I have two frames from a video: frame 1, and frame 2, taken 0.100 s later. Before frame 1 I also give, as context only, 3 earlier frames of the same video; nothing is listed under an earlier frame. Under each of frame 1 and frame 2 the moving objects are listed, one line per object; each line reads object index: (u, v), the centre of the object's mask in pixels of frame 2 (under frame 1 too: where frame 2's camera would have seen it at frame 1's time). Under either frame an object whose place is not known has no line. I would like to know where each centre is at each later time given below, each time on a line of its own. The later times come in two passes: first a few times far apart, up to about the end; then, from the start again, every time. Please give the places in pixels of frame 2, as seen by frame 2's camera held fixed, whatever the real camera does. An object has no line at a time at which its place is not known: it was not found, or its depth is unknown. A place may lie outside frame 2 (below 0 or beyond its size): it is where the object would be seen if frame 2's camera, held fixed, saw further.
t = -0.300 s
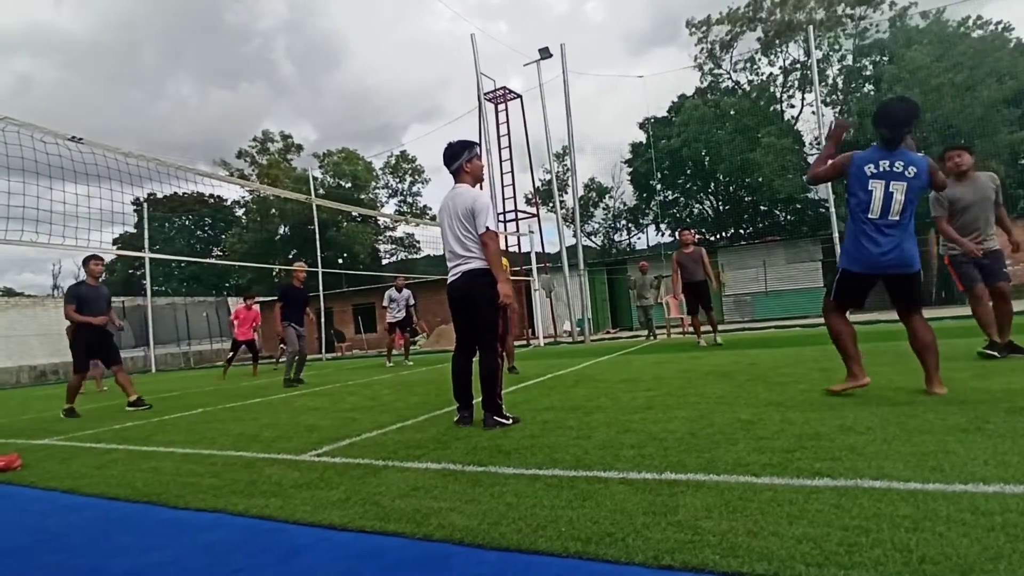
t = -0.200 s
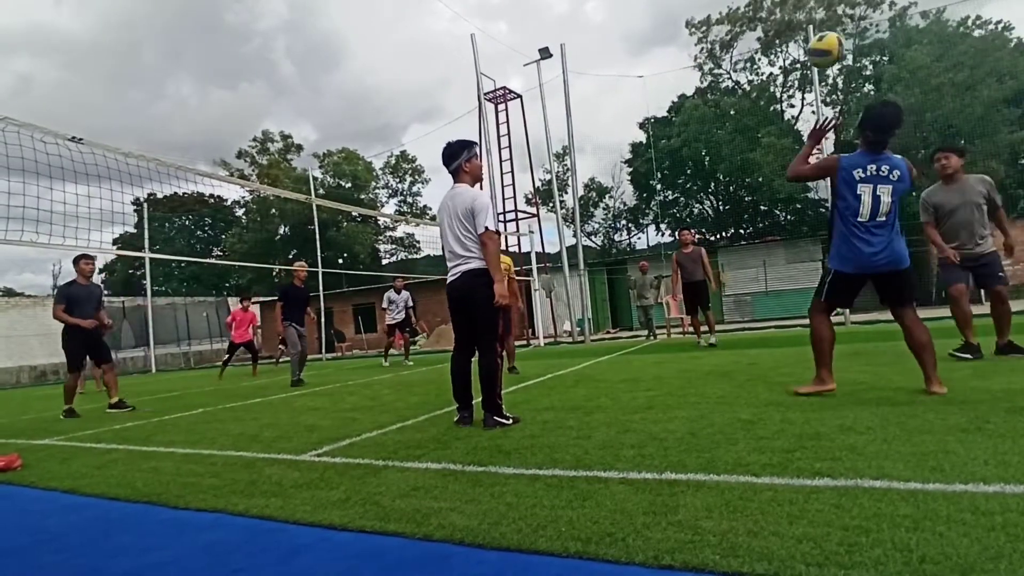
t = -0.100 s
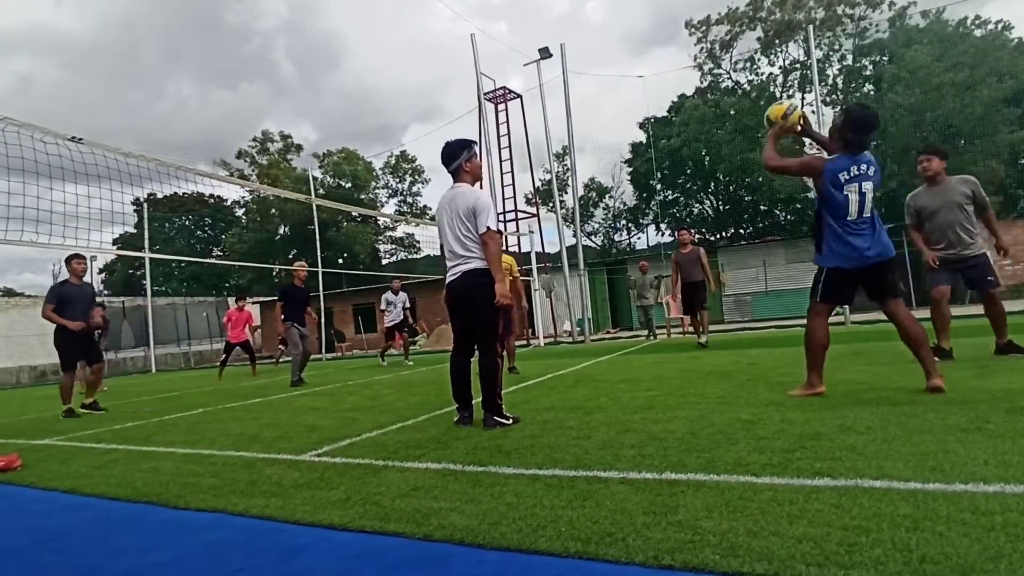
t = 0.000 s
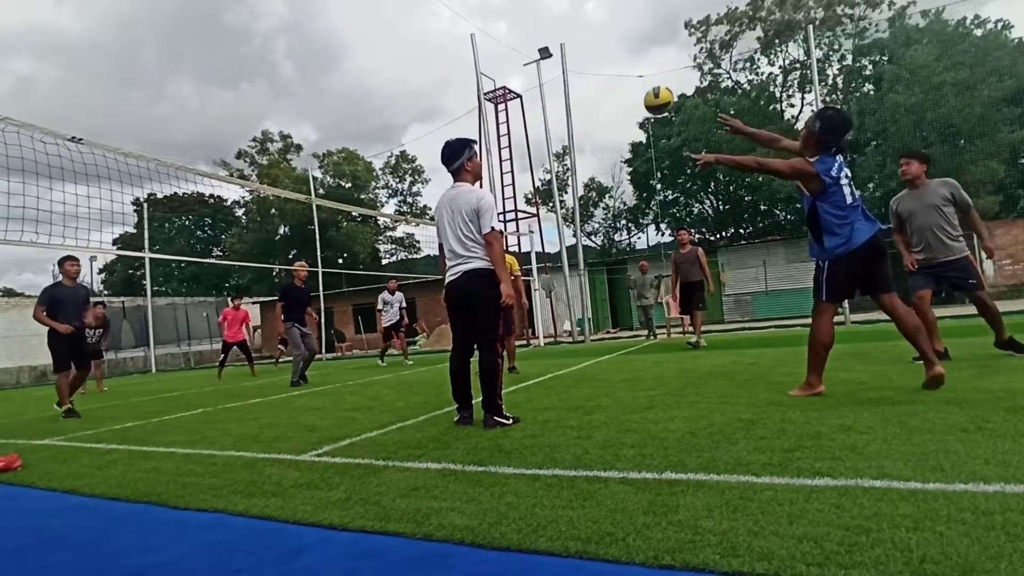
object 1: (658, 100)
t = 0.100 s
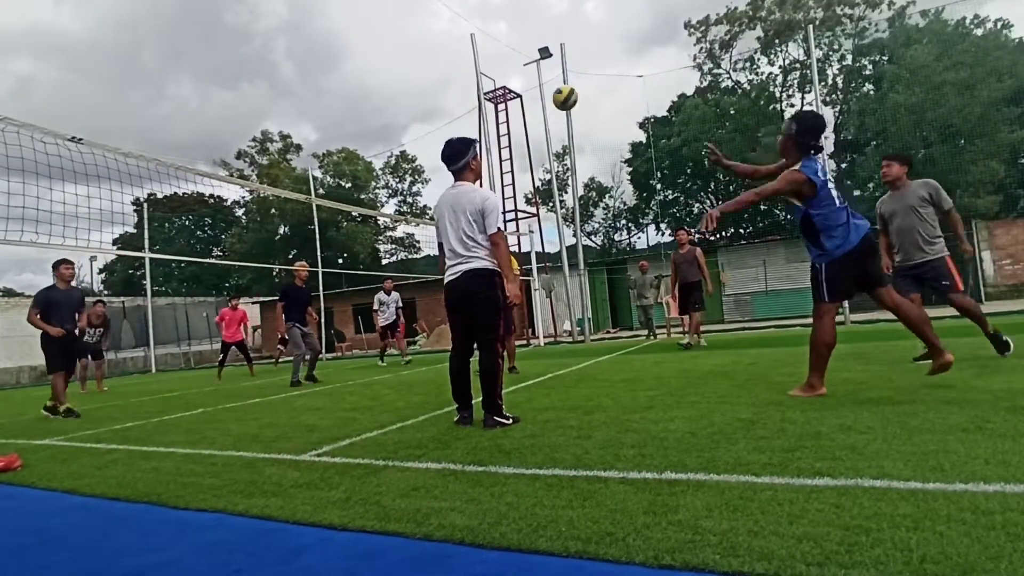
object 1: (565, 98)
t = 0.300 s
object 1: (441, 121)
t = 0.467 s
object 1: (374, 156)
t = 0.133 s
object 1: (539, 99)
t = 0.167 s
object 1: (516, 102)
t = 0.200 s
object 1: (495, 106)
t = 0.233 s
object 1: (475, 110)
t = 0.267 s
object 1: (457, 115)
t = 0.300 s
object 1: (441, 121)
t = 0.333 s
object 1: (425, 126)
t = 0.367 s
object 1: (411, 133)
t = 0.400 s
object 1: (398, 141)
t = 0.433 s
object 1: (386, 148)
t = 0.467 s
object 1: (374, 156)
